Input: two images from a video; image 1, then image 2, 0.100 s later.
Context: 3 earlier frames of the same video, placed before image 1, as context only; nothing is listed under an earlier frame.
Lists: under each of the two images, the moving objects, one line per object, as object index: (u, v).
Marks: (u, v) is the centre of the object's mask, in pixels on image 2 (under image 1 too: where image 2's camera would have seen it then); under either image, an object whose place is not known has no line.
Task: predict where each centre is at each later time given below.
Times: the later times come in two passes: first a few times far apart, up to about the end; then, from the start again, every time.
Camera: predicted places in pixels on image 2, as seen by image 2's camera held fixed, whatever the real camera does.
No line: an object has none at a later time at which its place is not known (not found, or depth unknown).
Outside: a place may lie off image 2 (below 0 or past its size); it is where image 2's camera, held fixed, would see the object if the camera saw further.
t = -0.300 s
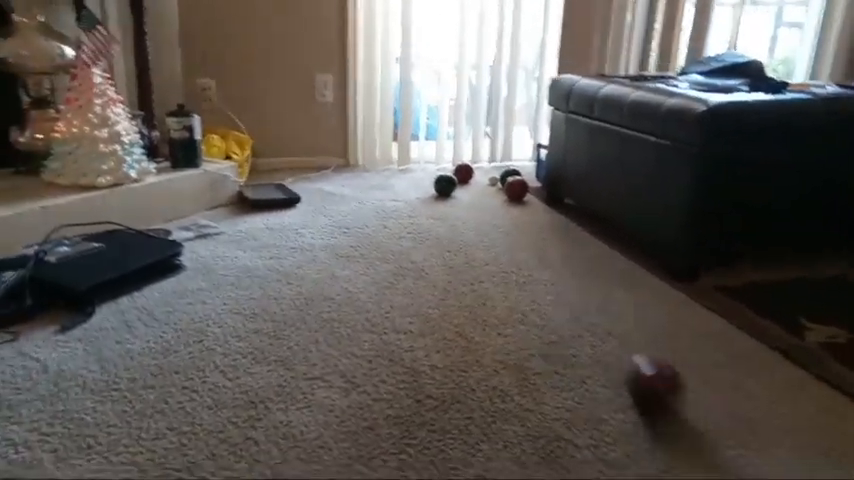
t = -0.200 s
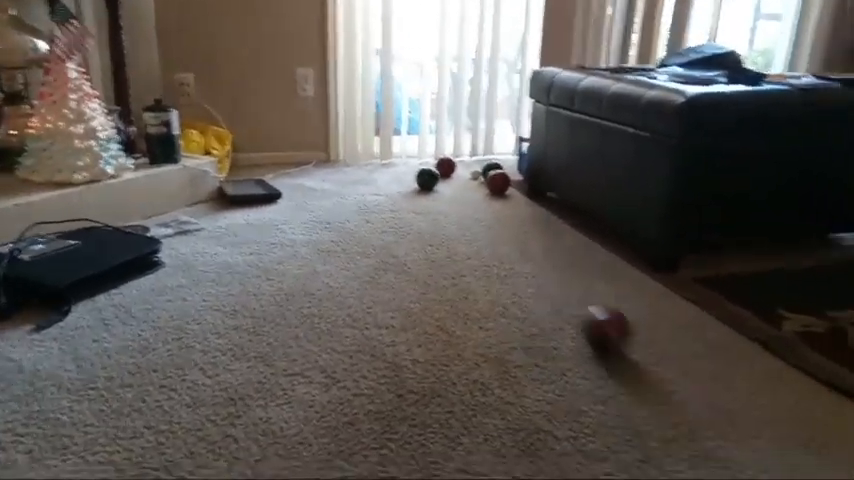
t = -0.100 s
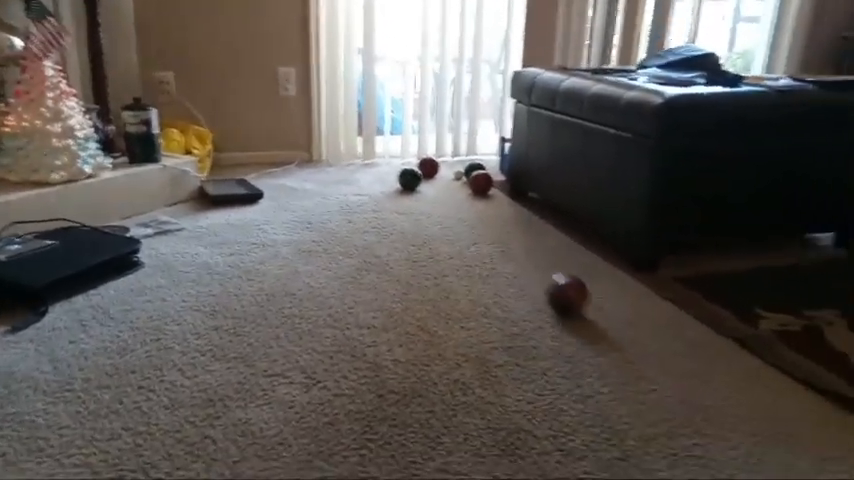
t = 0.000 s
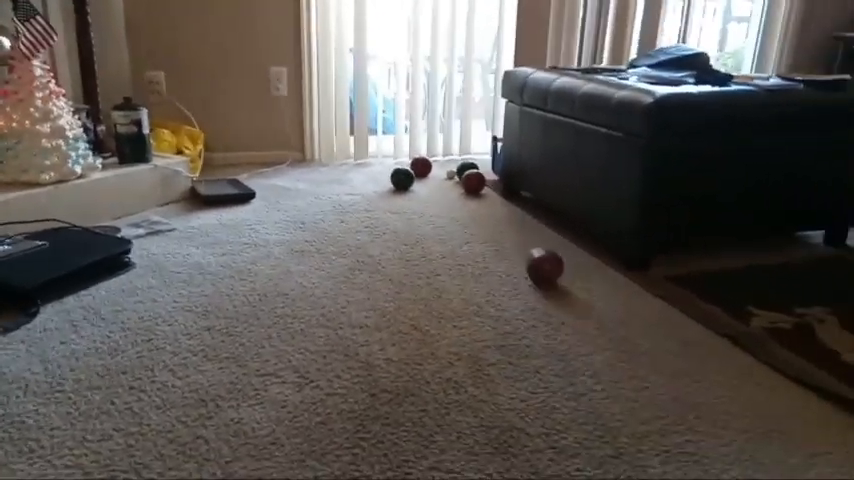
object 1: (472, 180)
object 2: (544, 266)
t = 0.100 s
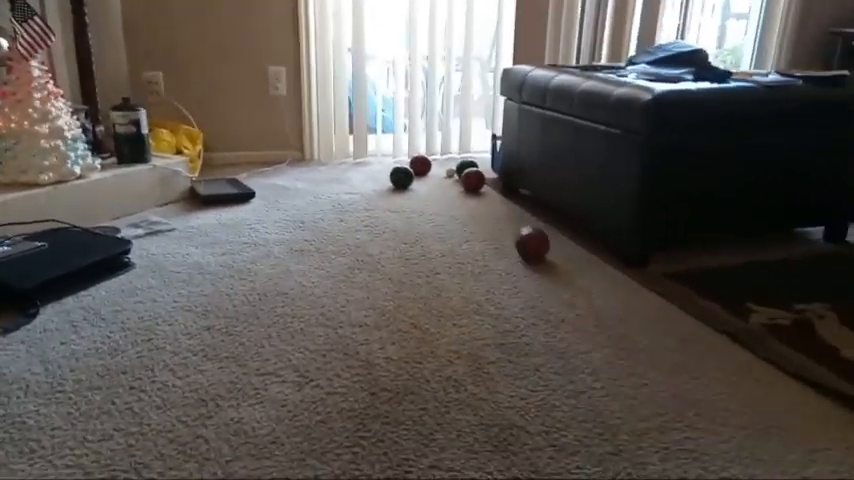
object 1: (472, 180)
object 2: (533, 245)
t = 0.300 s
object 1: (472, 180)
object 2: (515, 213)
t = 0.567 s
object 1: (470, 180)
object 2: (489, 187)
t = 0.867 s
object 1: (453, 174)
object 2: (474, 186)
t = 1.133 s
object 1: (447, 174)
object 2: (472, 186)
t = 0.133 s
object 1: (472, 180)
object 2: (529, 239)
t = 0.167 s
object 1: (472, 180)
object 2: (526, 233)
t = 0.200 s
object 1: (472, 180)
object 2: (523, 227)
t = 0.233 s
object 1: (472, 180)
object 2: (521, 222)
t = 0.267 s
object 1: (472, 181)
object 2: (518, 217)
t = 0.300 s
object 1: (472, 180)
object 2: (515, 213)
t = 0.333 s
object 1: (472, 181)
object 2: (512, 208)
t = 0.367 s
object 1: (472, 180)
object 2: (511, 203)
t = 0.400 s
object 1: (472, 181)
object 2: (509, 200)
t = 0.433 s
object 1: (472, 181)
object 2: (507, 196)
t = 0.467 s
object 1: (472, 181)
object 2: (502, 193)
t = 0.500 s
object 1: (472, 181)
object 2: (499, 191)
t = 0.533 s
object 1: (472, 181)
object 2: (495, 189)
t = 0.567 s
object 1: (470, 180)
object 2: (489, 187)
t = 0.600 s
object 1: (468, 179)
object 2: (487, 186)
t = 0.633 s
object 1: (465, 178)
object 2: (485, 187)
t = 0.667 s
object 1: (463, 177)
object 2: (483, 187)
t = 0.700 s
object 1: (462, 176)
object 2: (482, 186)
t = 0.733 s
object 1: (460, 176)
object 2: (480, 186)
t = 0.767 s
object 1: (459, 175)
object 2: (478, 186)
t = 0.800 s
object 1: (456, 175)
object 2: (476, 186)
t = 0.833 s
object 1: (455, 175)
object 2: (475, 186)
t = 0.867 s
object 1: (453, 174)
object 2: (474, 186)
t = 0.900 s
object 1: (452, 174)
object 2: (473, 186)
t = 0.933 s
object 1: (451, 174)
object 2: (473, 186)
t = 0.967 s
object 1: (450, 174)
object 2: (472, 186)
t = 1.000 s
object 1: (449, 174)
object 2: (472, 186)
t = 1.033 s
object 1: (448, 174)
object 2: (471, 186)
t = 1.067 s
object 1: (448, 174)
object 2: (471, 186)
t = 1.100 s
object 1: (447, 174)
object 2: (472, 186)
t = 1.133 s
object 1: (447, 174)
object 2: (472, 186)
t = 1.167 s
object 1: (447, 174)
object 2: (472, 186)
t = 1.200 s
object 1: (447, 174)
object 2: (472, 186)
